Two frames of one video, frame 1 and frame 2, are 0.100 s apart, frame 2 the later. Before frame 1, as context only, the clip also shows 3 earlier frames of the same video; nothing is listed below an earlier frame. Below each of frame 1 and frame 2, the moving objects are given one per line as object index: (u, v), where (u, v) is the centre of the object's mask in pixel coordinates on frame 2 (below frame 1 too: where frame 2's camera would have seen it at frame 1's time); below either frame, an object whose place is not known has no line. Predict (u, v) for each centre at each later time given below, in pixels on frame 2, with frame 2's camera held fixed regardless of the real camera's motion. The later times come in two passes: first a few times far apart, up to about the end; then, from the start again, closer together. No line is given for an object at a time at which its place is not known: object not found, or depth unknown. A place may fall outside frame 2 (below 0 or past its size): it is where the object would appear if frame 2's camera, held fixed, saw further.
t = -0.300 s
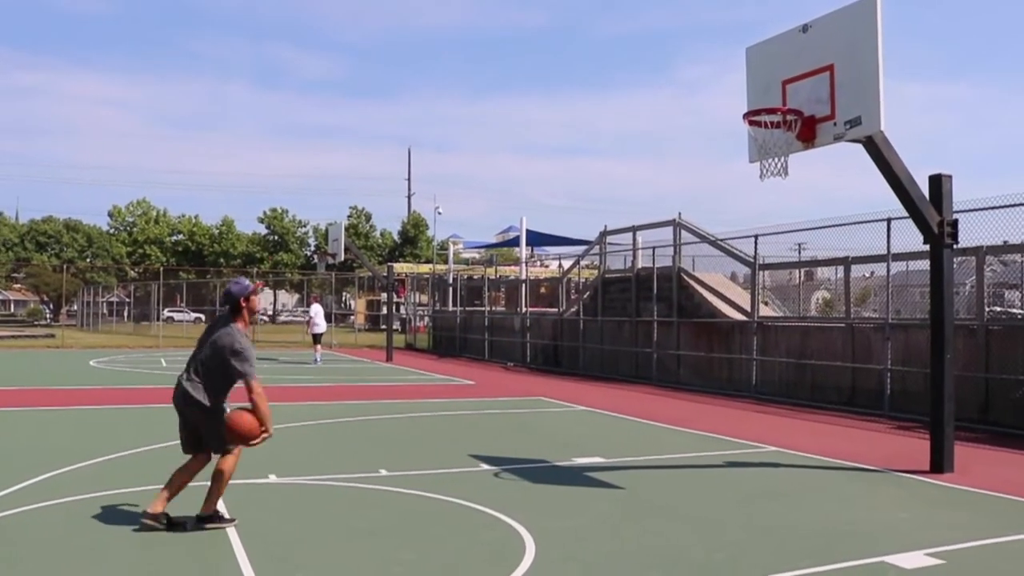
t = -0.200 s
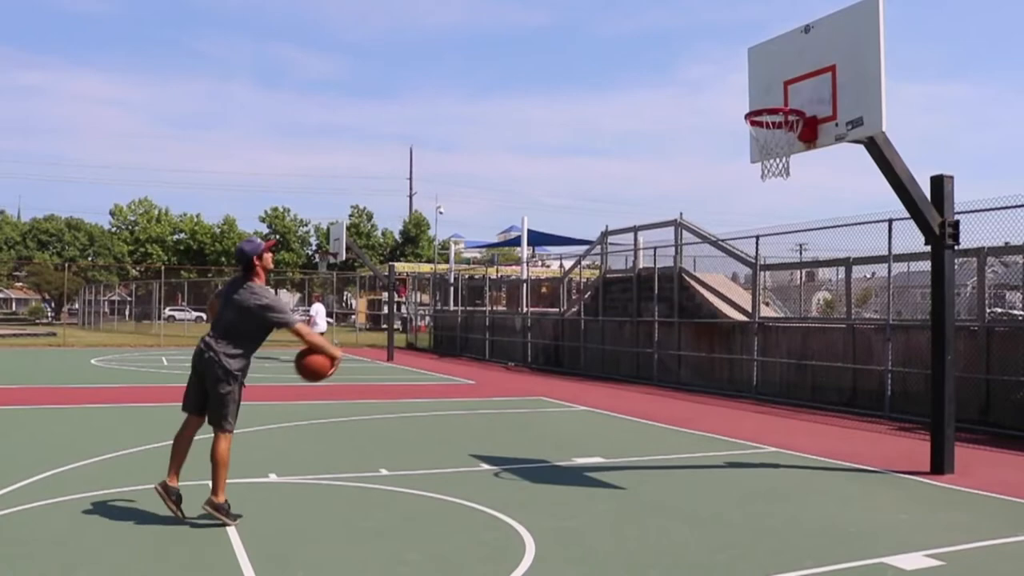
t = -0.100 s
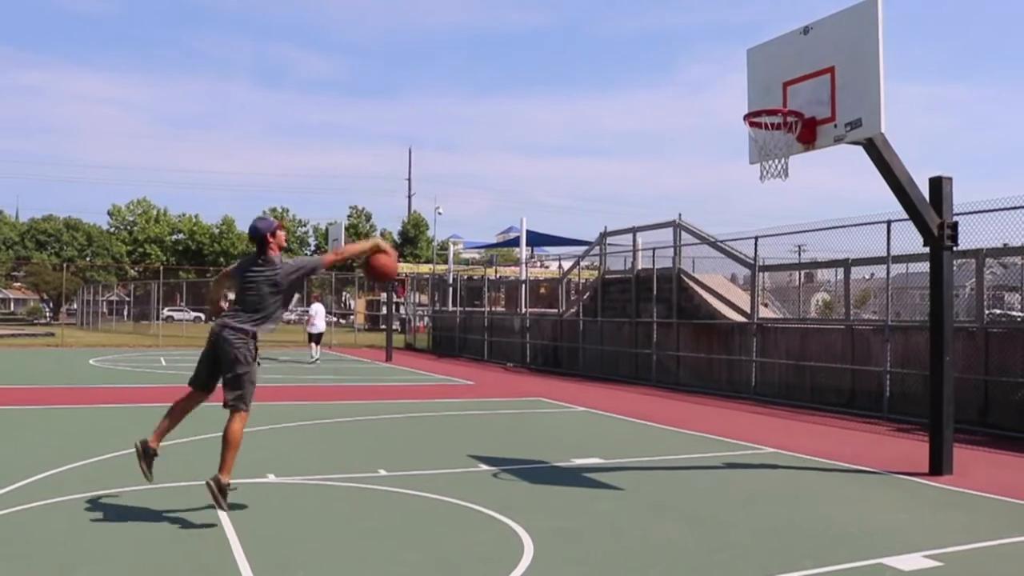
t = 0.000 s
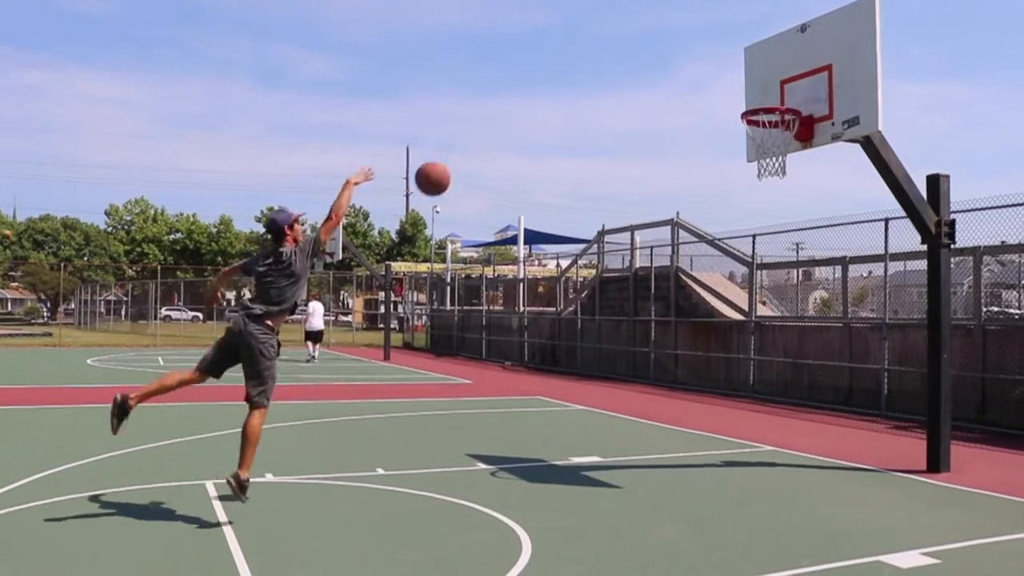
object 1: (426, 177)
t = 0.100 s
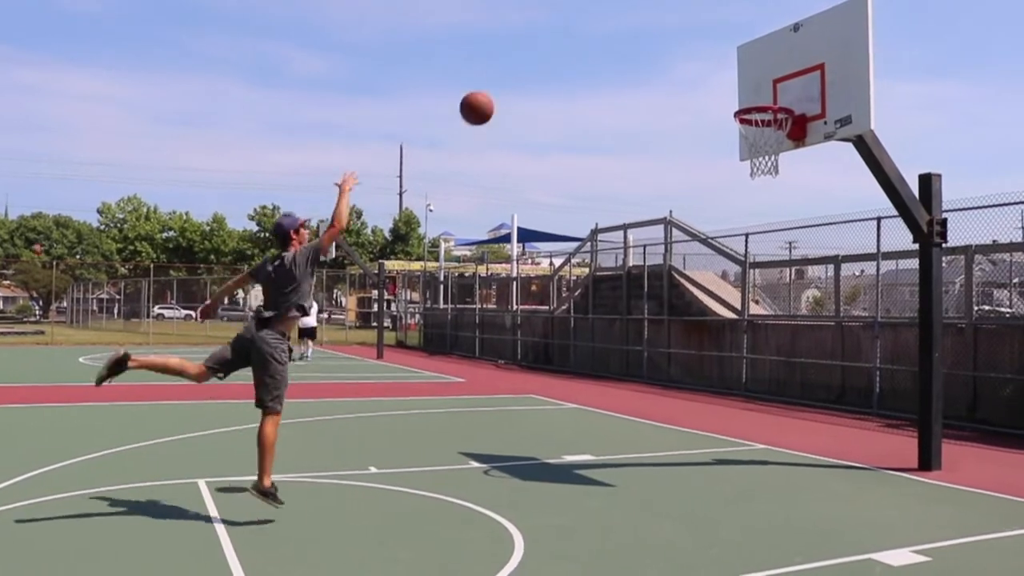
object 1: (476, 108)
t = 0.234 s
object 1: (540, 41)
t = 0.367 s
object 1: (597, 4)
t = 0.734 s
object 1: (737, 12)
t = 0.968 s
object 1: (777, 87)
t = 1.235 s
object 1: (756, 153)
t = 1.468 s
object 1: (768, 188)
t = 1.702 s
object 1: (780, 282)
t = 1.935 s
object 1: (790, 439)
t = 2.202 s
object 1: (806, 349)
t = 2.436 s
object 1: (815, 284)
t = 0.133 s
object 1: (493, 89)
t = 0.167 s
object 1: (509, 71)
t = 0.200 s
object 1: (525, 55)
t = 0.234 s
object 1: (540, 41)
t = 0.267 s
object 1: (555, 29)
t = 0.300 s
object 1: (569, 18)
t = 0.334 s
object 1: (583, 10)
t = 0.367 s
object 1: (597, 4)
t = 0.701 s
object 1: (725, 4)
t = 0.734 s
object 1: (737, 12)
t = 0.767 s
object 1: (749, 20)
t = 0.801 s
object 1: (760, 30)
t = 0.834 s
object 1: (772, 41)
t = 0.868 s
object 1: (783, 53)
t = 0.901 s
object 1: (794, 65)
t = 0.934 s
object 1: (786, 75)
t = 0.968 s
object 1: (777, 87)
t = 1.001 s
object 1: (769, 95)
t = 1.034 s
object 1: (762, 105)
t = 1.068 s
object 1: (755, 128)
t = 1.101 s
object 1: (756, 132)
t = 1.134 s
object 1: (754, 144)
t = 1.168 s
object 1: (753, 150)
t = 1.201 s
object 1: (754, 152)
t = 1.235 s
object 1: (756, 153)
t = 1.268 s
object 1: (758, 155)
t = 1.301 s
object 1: (759, 158)
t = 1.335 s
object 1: (761, 161)
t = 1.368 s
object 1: (763, 166)
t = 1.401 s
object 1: (764, 171)
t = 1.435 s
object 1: (767, 180)
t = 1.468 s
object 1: (768, 188)
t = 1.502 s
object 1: (770, 197)
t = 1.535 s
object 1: (772, 208)
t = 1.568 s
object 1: (774, 220)
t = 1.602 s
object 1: (776, 233)
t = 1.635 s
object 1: (778, 248)
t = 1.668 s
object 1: (779, 265)
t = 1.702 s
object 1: (780, 282)
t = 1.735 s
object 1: (783, 300)
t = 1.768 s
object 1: (786, 320)
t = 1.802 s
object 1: (787, 341)
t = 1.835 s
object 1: (789, 363)
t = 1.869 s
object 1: (790, 385)
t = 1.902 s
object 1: (789, 412)
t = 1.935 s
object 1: (790, 439)
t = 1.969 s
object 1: (791, 466)
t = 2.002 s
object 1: (793, 455)
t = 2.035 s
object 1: (795, 434)
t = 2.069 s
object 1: (798, 415)
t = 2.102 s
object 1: (800, 396)
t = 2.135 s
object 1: (803, 377)
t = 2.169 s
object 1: (804, 362)
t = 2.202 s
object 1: (806, 349)
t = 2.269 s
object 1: (809, 324)
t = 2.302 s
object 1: (810, 314)
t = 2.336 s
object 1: (810, 304)
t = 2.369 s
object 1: (812, 297)
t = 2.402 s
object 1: (814, 290)
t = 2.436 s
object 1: (815, 284)
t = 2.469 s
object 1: (817, 279)
